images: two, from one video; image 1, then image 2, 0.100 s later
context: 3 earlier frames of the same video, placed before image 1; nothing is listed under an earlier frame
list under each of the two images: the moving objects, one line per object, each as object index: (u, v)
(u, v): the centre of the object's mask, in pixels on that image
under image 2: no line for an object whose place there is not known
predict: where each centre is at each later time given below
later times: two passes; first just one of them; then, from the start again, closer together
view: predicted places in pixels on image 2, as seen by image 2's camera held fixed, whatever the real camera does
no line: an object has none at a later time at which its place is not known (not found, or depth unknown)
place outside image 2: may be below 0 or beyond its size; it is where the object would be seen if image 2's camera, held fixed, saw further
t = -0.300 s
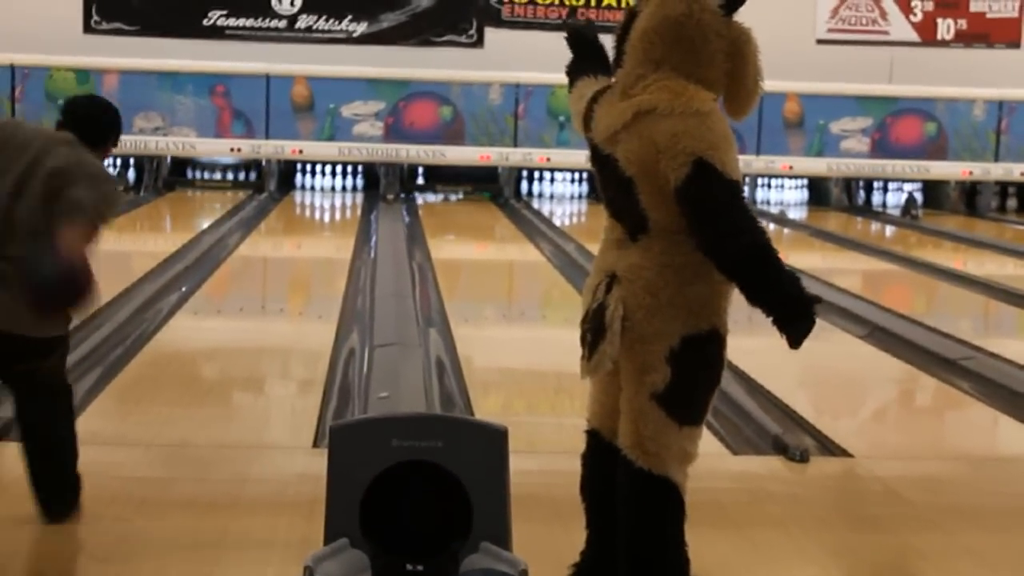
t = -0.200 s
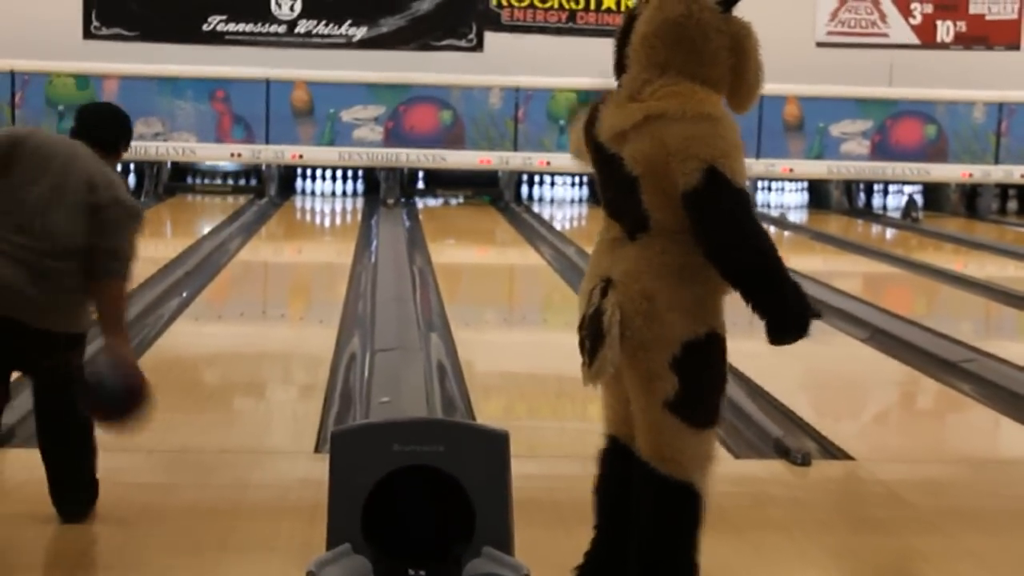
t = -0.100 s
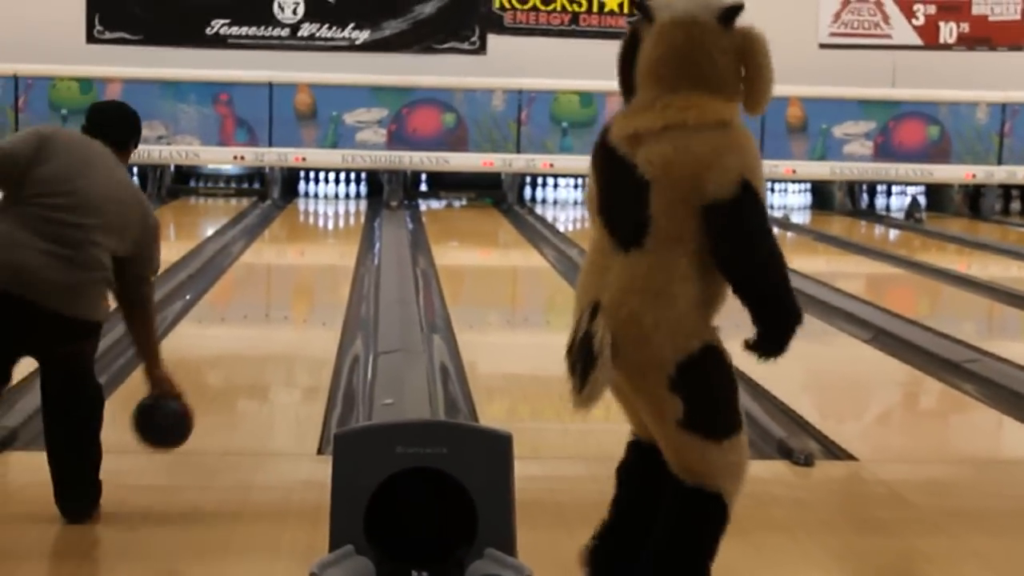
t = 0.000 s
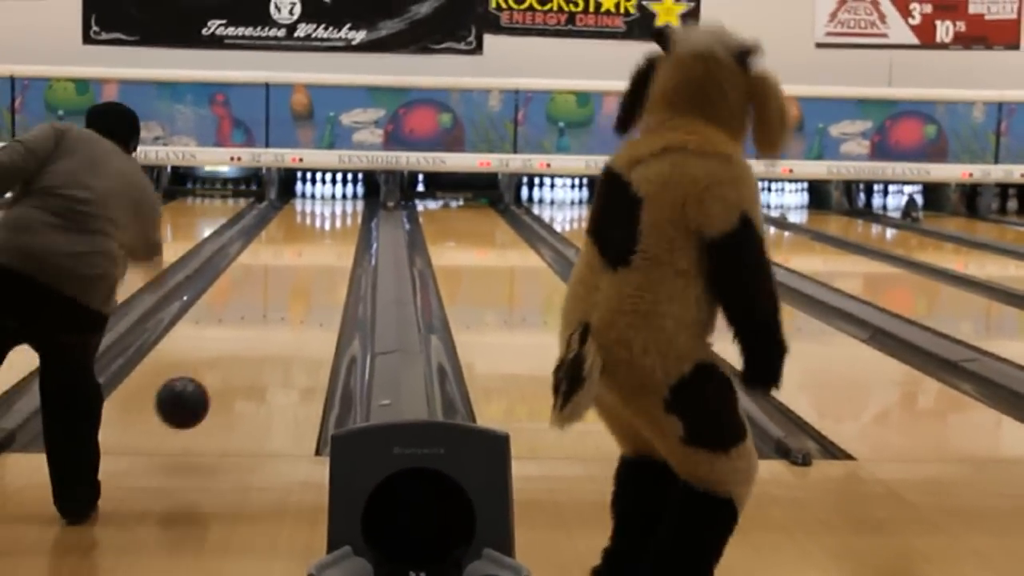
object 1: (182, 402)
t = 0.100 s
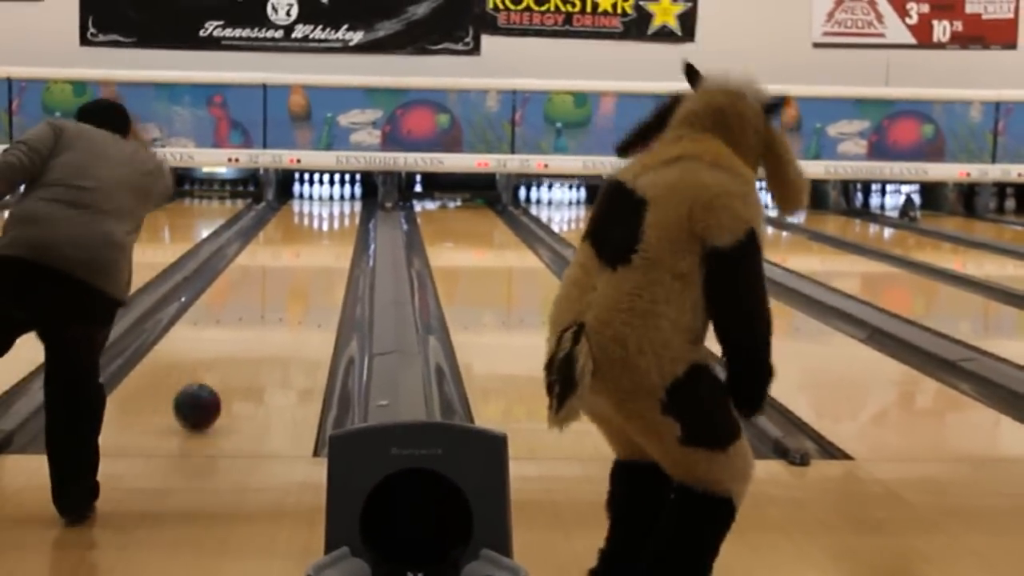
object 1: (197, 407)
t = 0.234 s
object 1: (216, 368)
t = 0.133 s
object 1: (202, 395)
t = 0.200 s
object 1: (212, 376)
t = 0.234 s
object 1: (216, 368)
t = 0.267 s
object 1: (220, 360)
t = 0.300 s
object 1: (224, 352)
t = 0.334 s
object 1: (229, 346)
